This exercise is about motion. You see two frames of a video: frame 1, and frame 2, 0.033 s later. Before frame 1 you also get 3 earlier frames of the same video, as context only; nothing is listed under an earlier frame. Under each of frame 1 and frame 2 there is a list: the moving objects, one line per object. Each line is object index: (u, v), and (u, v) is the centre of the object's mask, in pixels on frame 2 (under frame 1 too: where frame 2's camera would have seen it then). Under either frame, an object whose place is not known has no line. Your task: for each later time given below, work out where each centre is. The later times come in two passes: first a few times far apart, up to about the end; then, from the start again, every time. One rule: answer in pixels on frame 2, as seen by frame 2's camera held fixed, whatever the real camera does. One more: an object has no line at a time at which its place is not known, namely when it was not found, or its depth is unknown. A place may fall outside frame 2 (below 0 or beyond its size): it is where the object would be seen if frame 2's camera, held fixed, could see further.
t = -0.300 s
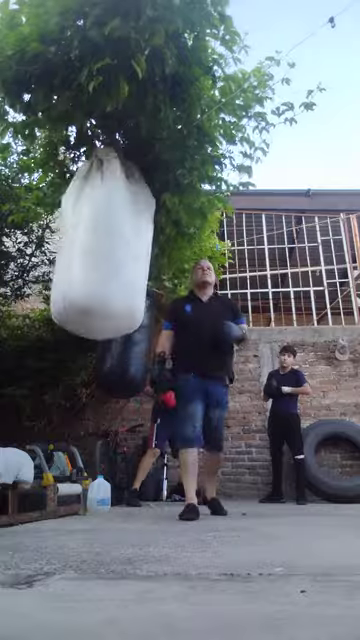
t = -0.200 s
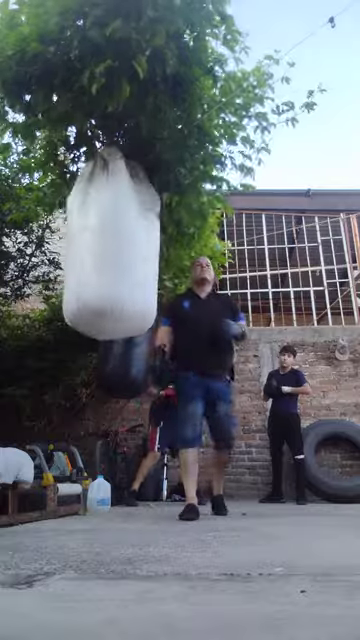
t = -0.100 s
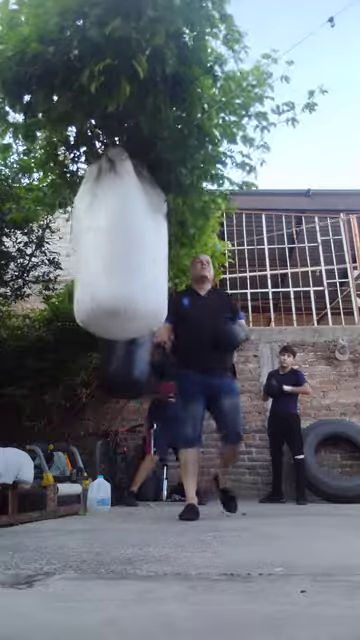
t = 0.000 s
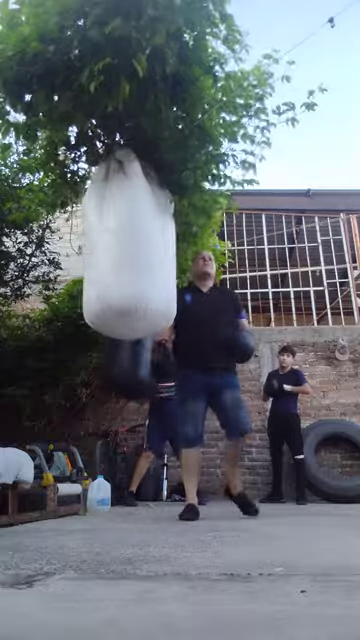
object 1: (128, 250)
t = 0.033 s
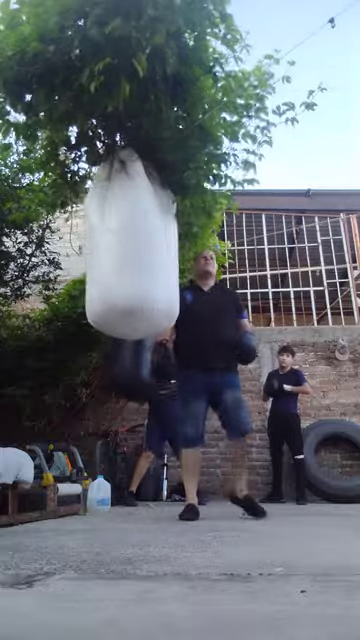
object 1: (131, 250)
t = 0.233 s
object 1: (139, 249)
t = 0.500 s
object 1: (141, 249)
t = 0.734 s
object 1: (129, 249)
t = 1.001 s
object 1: (107, 248)
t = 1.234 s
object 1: (88, 247)
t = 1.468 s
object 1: (74, 245)
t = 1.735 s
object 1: (72, 245)
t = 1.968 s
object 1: (81, 247)
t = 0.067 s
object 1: (133, 250)
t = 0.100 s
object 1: (135, 250)
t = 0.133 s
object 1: (136, 249)
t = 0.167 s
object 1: (137, 249)
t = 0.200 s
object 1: (138, 248)
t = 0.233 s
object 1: (139, 249)
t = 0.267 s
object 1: (140, 249)
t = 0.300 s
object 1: (141, 249)
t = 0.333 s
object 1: (141, 249)
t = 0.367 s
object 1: (142, 249)
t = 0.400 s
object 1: (142, 249)
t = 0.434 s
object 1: (142, 248)
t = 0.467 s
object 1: (141, 249)
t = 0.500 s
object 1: (141, 249)
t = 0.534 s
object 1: (139, 248)
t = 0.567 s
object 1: (138, 248)
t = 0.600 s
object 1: (137, 248)
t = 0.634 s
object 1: (136, 249)
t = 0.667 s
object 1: (134, 249)
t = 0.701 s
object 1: (132, 249)
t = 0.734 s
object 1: (129, 249)
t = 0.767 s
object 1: (127, 249)
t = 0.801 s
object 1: (124, 250)
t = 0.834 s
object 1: (122, 249)
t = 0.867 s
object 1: (119, 249)
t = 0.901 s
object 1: (116, 249)
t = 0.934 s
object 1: (113, 248)
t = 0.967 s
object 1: (110, 248)
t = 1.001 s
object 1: (107, 248)
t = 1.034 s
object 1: (104, 248)
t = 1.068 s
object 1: (101, 247)
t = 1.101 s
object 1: (99, 247)
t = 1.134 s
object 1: (96, 247)
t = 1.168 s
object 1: (93, 246)
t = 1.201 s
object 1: (90, 247)
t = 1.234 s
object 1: (88, 247)
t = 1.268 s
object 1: (85, 246)
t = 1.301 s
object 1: (83, 246)
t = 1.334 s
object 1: (81, 245)
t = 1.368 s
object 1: (78, 245)
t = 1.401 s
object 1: (77, 245)
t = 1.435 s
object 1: (75, 245)
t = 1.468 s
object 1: (74, 245)
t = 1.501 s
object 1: (73, 245)
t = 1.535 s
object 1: (72, 245)
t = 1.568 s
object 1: (71, 245)
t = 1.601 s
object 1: (71, 245)
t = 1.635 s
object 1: (71, 245)
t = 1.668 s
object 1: (71, 245)
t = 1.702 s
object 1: (71, 245)
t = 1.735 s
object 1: (72, 245)
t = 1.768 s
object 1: (72, 245)
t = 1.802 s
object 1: (73, 245)
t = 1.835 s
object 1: (74, 245)
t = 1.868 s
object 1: (76, 246)
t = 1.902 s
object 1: (77, 246)
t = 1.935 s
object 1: (79, 247)
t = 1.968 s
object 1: (81, 247)
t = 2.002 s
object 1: (83, 248)
